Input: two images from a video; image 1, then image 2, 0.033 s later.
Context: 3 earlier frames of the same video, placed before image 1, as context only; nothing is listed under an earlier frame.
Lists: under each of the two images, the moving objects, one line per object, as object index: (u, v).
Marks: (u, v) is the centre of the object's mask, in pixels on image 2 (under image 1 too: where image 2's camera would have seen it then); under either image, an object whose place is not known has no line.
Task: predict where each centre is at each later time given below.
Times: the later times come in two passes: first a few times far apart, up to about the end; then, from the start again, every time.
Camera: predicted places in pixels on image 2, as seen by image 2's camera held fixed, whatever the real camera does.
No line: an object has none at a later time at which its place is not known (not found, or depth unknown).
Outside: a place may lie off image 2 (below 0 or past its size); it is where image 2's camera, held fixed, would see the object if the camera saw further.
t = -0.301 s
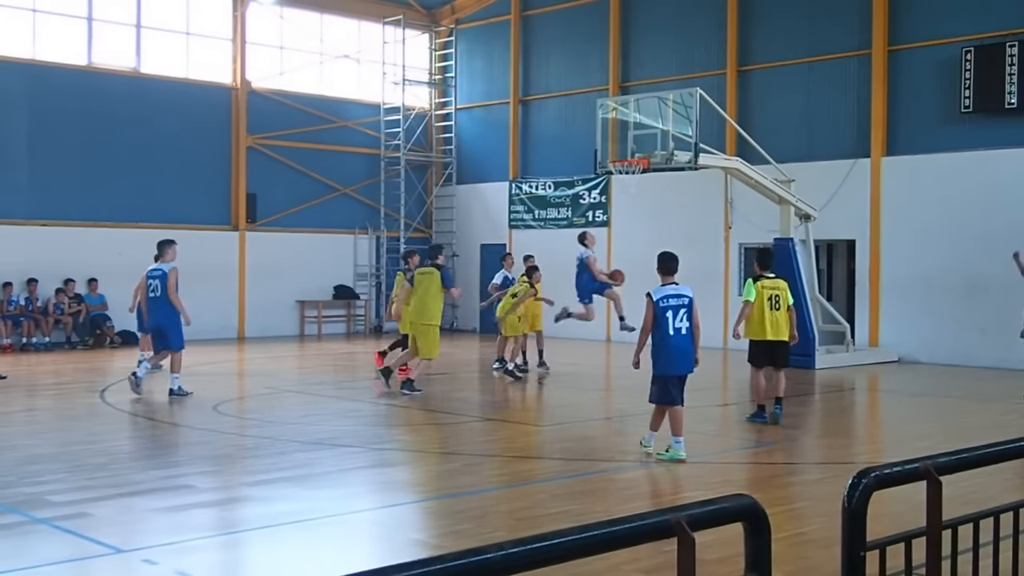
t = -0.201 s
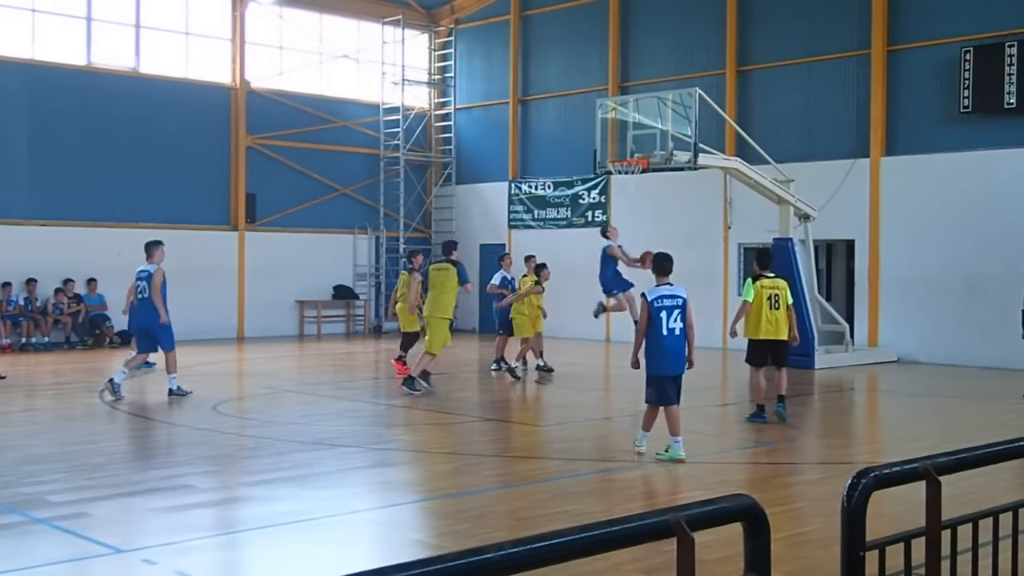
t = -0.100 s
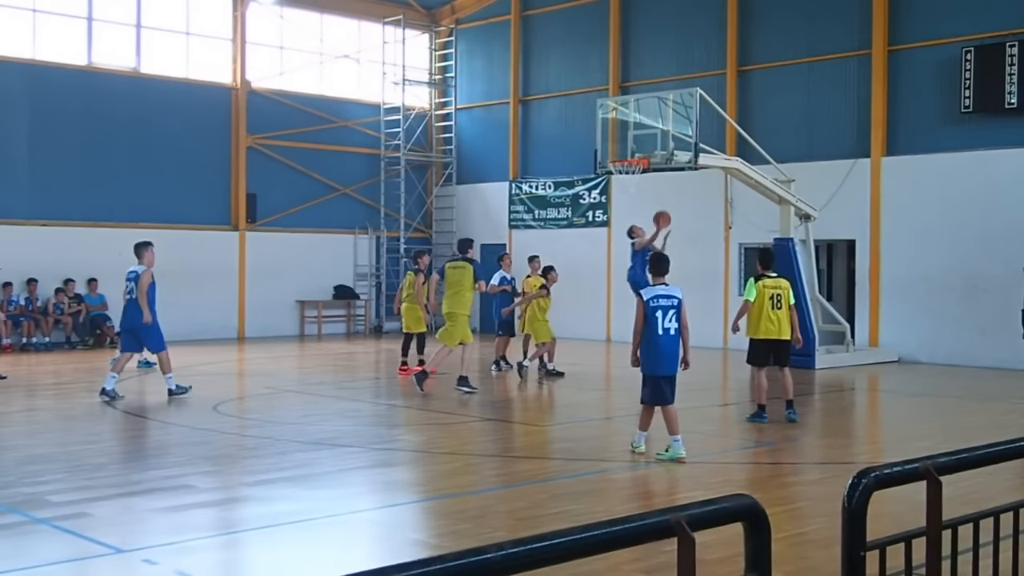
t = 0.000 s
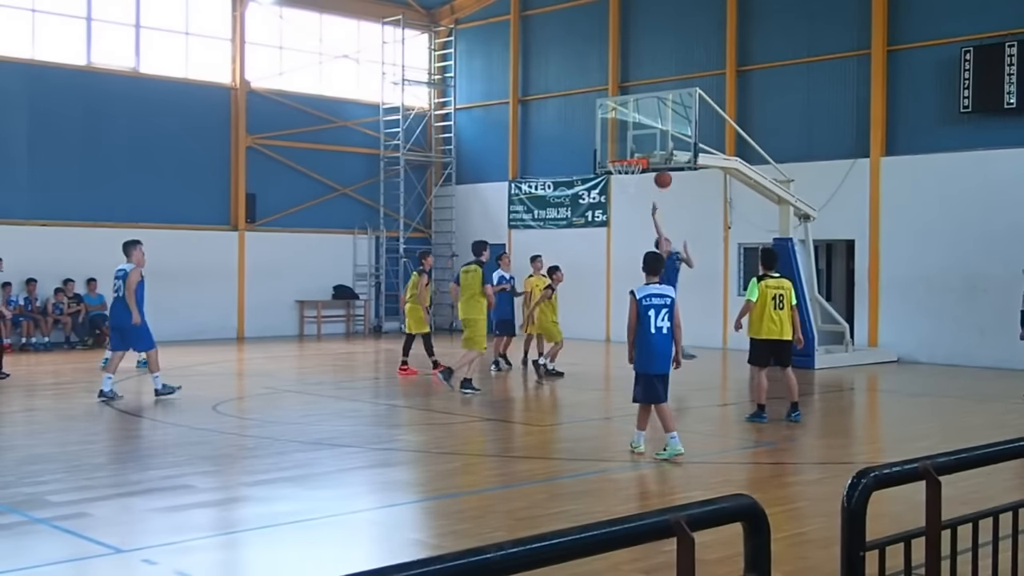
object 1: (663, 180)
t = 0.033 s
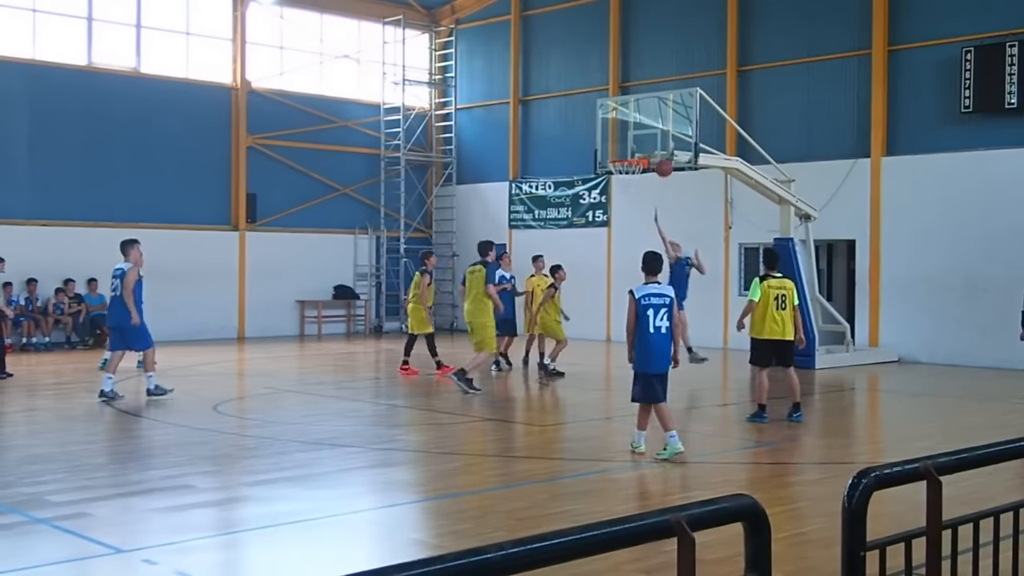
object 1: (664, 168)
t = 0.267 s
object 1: (667, 110)
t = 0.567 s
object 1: (639, 123)
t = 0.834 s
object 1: (616, 178)
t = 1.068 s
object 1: (624, 213)
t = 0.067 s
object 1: (664, 158)
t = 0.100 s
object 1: (665, 148)
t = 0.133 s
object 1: (664, 138)
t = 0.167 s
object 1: (665, 130)
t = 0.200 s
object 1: (665, 123)
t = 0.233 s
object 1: (667, 116)
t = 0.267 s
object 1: (667, 110)
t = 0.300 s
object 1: (666, 107)
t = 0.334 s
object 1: (662, 106)
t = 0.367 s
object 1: (658, 106)
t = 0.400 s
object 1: (655, 107)
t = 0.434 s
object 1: (652, 109)
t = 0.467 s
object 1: (648, 111)
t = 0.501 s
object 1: (645, 114)
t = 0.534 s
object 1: (642, 118)
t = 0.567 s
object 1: (639, 123)
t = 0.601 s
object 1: (635, 129)
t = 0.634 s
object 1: (632, 135)
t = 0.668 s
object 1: (629, 143)
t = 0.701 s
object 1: (626, 150)
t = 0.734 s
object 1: (622, 158)
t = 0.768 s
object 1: (618, 169)
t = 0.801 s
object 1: (617, 174)
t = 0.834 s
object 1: (616, 178)
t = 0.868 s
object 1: (619, 185)
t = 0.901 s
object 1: (619, 186)
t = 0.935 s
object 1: (619, 189)
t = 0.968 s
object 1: (621, 194)
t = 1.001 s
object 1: (622, 199)
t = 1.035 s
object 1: (623, 206)
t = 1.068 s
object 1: (624, 213)
